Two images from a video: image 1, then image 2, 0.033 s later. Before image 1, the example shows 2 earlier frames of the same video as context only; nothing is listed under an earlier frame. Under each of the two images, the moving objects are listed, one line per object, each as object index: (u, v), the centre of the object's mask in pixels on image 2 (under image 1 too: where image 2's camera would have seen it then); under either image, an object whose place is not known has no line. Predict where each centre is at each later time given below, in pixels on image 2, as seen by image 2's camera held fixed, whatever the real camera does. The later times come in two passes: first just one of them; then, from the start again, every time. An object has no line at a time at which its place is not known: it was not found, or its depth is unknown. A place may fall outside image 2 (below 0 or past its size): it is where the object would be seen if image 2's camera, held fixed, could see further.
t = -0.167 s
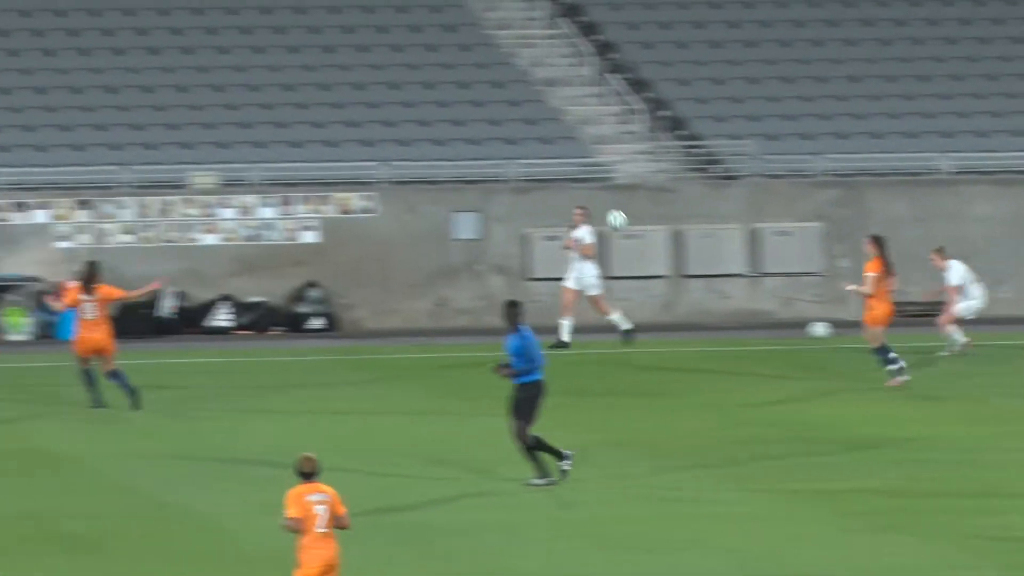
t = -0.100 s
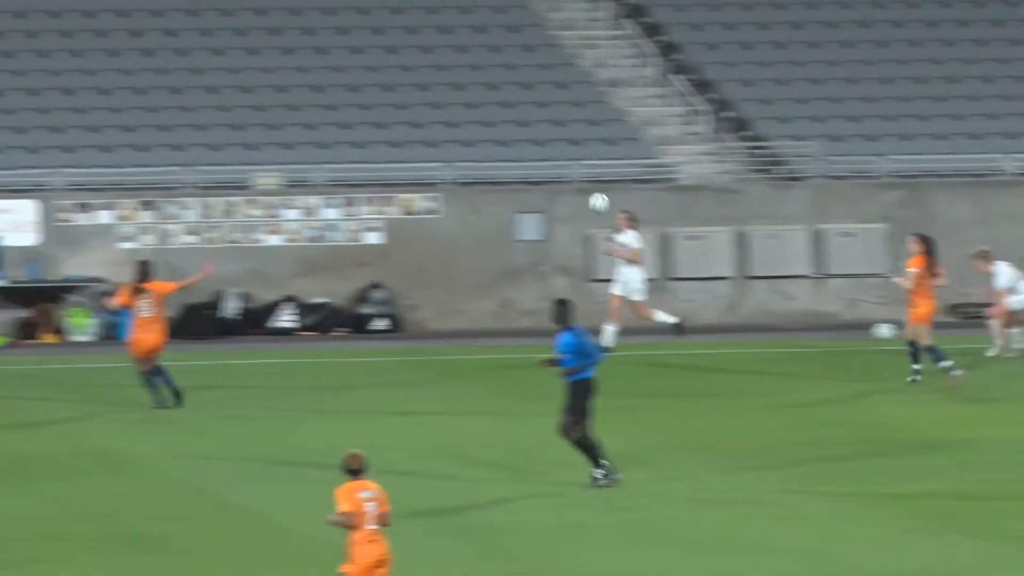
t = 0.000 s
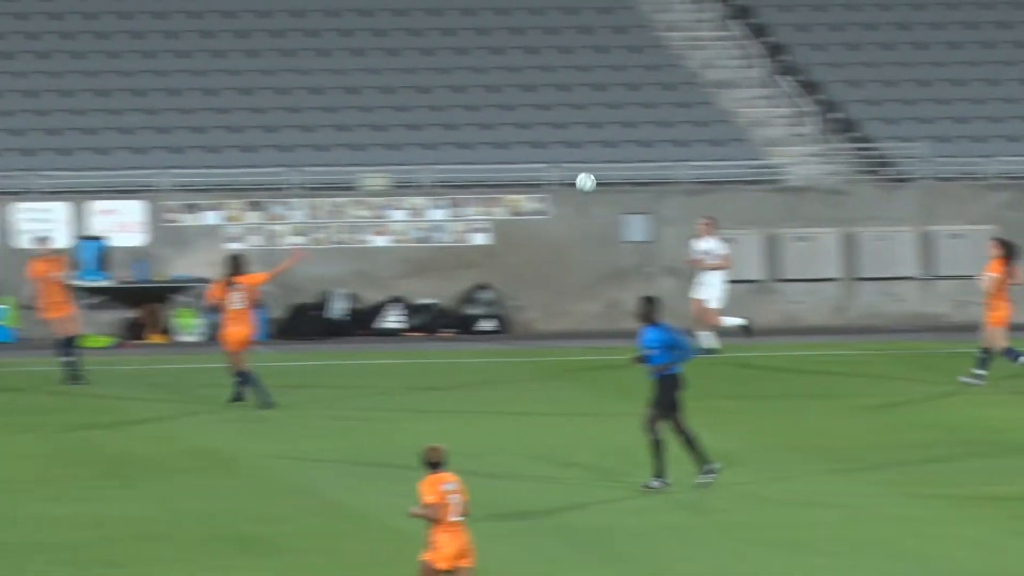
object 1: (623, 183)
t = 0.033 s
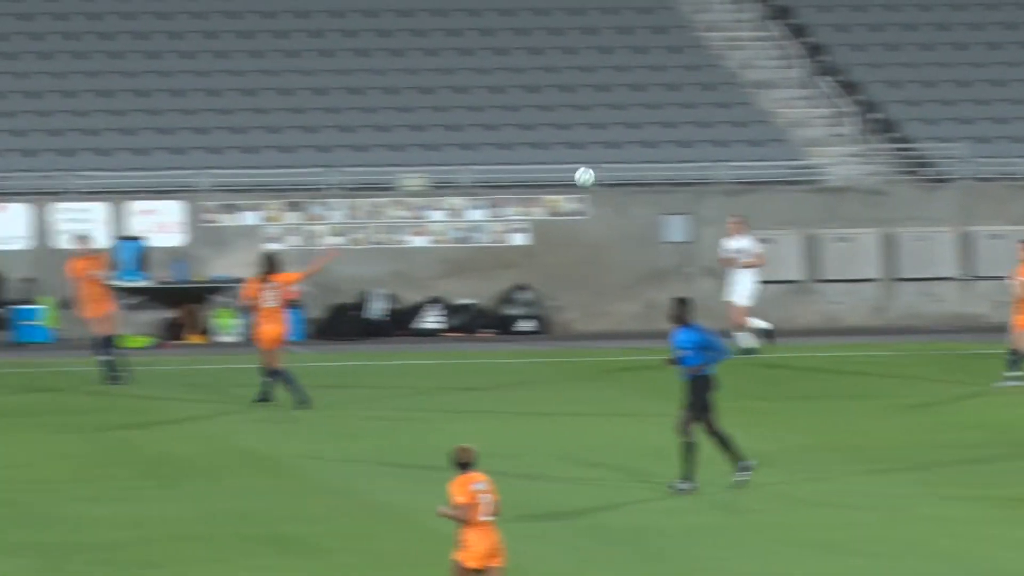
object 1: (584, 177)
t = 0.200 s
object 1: (392, 162)
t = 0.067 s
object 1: (546, 172)
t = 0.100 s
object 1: (508, 168)
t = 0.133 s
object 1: (470, 165)
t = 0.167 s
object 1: (431, 163)
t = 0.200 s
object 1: (392, 162)
